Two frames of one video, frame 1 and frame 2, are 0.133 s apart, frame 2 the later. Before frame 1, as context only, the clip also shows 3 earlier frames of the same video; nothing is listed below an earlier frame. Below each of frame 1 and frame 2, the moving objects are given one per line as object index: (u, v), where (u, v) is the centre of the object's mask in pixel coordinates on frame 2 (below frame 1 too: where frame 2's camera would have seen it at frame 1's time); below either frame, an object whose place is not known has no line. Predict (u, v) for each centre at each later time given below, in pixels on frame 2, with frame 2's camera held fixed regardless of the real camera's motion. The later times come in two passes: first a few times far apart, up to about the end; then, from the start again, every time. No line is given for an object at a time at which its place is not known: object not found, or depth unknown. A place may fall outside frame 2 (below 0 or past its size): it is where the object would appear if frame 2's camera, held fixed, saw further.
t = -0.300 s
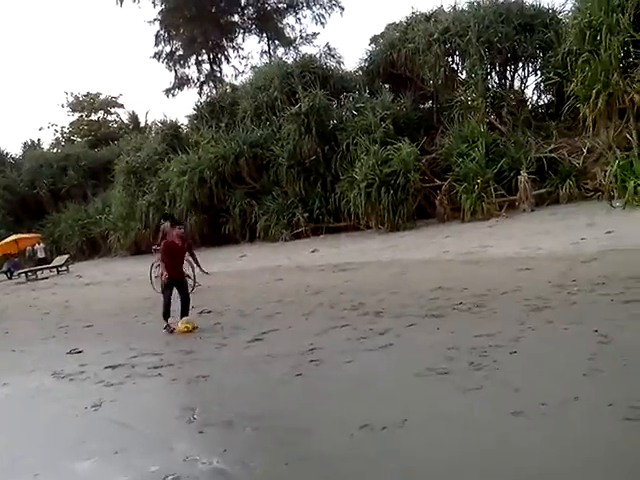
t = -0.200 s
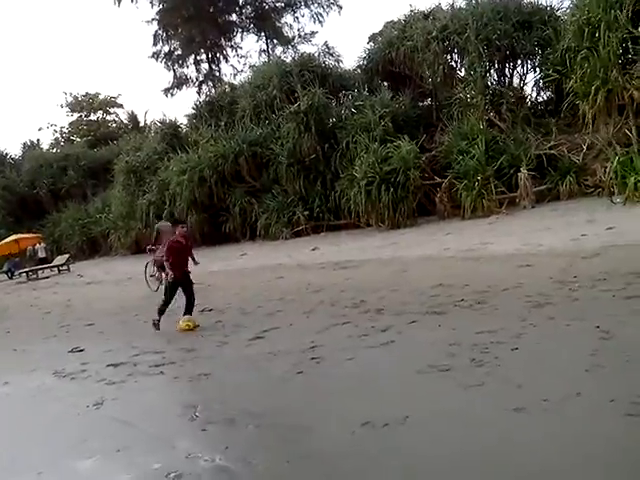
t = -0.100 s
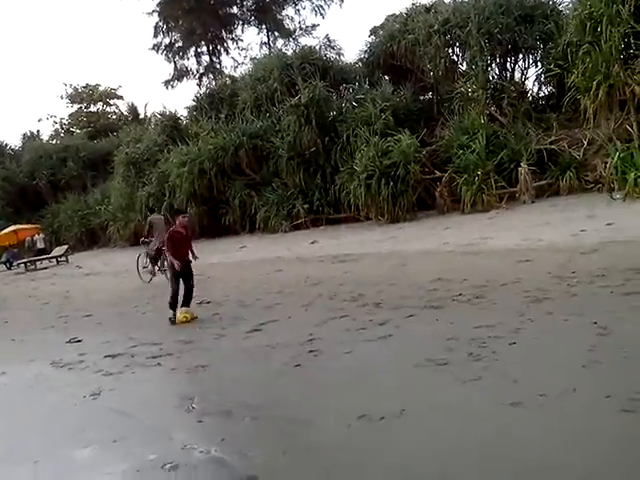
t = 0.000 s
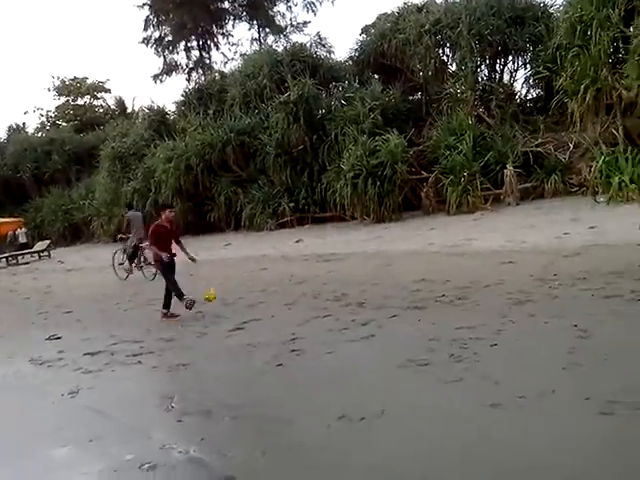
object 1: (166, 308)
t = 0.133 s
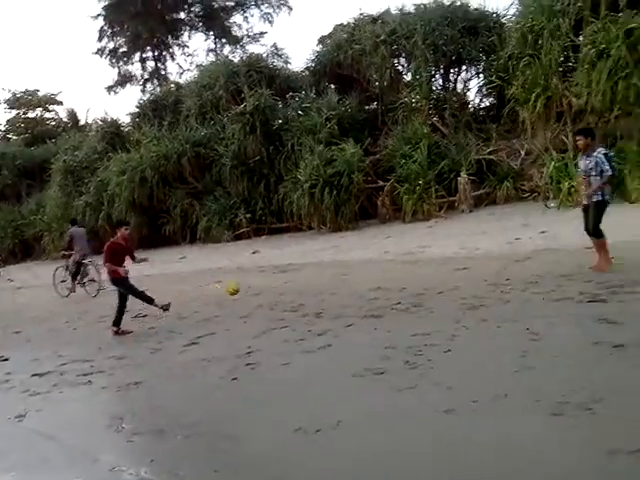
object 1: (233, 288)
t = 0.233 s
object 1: (283, 280)
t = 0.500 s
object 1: (398, 275)
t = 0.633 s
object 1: (427, 262)
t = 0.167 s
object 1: (250, 286)
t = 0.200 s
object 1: (266, 282)
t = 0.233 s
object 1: (283, 280)
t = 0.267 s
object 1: (301, 278)
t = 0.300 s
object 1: (318, 278)
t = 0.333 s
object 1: (336, 279)
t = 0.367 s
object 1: (351, 280)
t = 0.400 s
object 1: (368, 282)
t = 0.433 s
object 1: (385, 284)
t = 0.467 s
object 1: (391, 279)
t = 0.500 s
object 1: (398, 275)
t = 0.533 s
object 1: (405, 270)
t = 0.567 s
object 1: (413, 266)
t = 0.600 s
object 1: (420, 264)
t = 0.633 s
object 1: (427, 262)
